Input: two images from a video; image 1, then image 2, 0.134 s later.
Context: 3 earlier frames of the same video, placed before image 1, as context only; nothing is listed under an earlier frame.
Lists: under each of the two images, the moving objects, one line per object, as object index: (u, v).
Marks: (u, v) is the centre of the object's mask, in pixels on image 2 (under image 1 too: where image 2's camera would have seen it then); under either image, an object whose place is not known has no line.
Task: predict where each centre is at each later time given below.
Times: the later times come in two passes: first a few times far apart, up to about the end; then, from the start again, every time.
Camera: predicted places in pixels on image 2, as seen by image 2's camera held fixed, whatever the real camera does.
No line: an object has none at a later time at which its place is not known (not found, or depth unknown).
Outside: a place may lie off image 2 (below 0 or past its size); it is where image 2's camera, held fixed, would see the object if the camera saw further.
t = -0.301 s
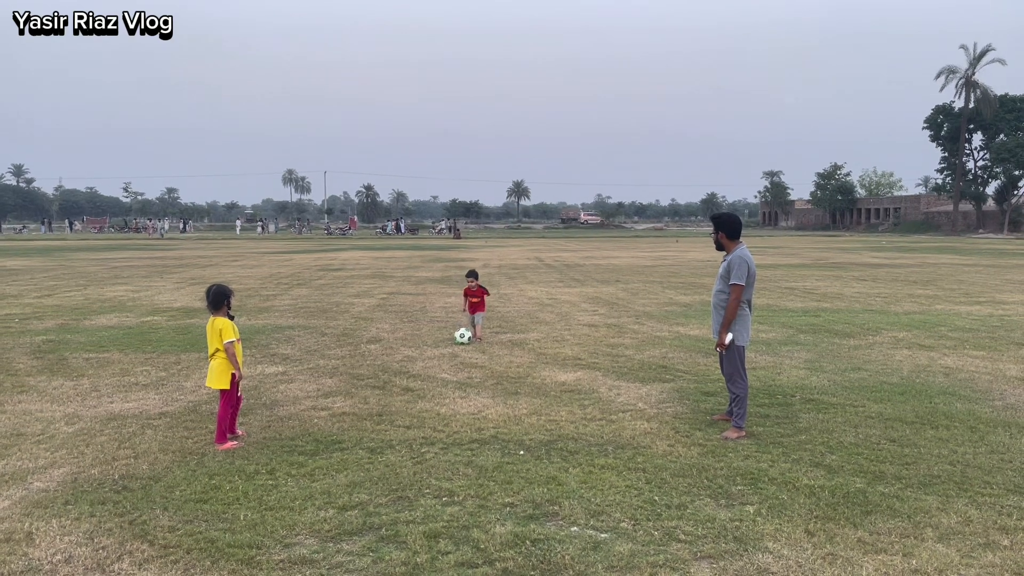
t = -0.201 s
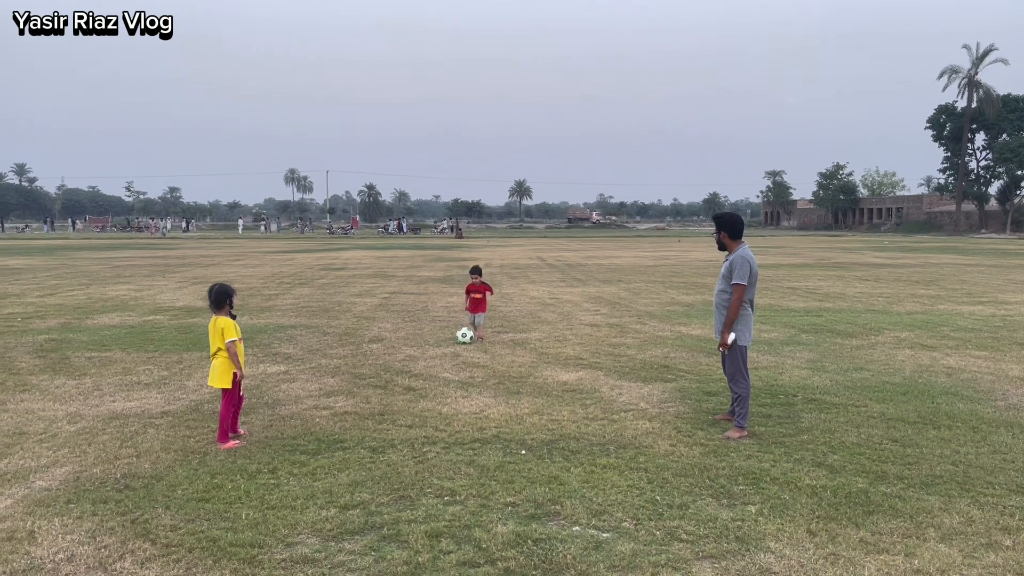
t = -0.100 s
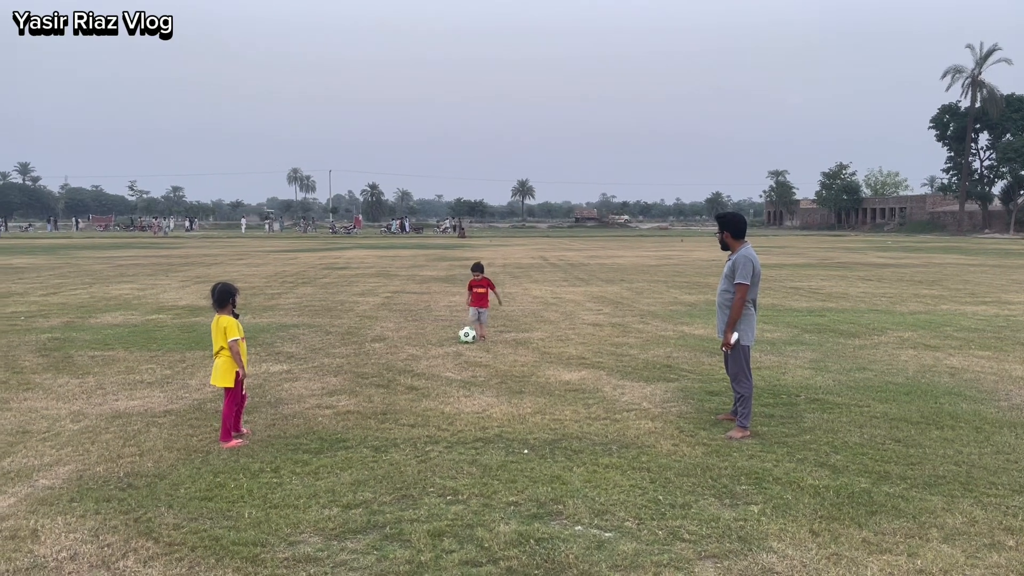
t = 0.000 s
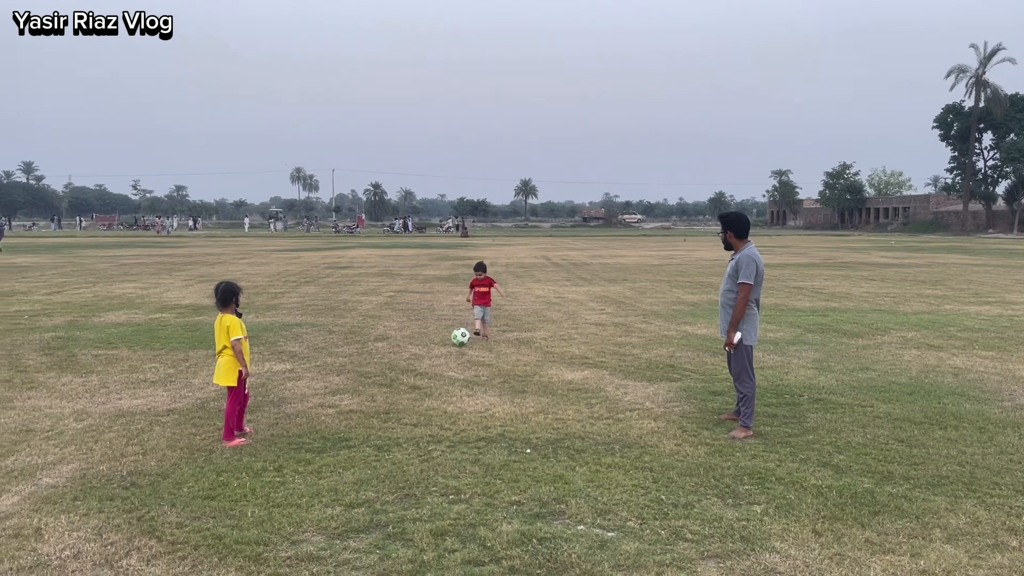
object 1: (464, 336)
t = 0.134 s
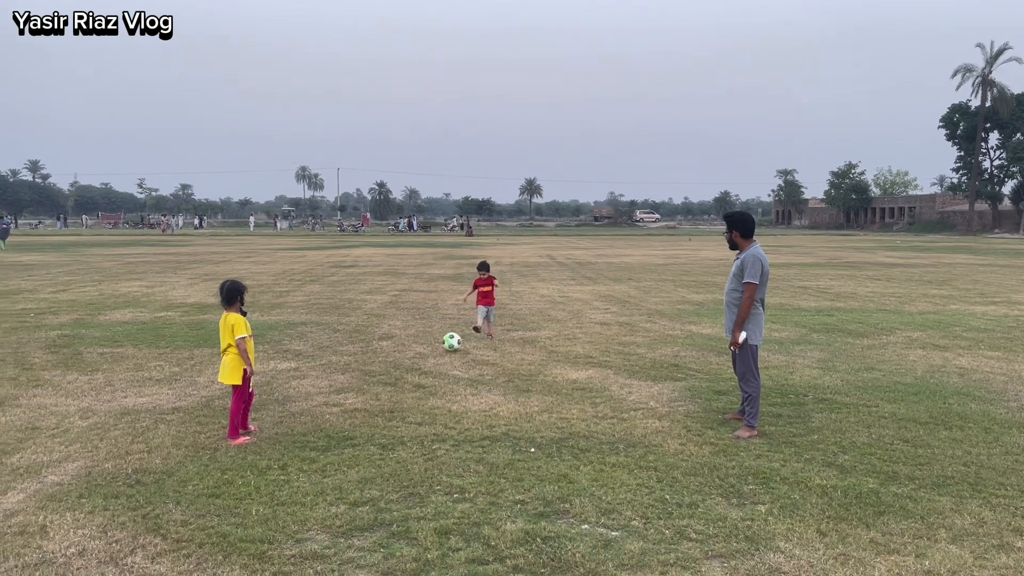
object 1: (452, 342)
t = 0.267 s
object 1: (441, 347)
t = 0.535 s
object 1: (424, 355)
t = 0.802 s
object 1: (405, 363)
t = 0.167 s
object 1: (449, 343)
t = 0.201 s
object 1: (446, 345)
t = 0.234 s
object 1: (443, 346)
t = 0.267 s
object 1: (441, 347)
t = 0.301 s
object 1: (439, 349)
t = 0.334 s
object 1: (436, 350)
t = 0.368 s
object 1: (435, 350)
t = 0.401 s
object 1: (433, 351)
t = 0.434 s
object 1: (431, 352)
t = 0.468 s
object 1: (429, 353)
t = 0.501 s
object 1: (426, 355)
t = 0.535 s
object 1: (424, 355)
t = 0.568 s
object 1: (422, 356)
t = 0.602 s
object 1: (419, 358)
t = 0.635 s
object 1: (417, 359)
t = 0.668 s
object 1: (414, 360)
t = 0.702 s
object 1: (412, 361)
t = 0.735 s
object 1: (409, 361)
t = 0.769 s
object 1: (407, 362)
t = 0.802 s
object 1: (405, 363)
